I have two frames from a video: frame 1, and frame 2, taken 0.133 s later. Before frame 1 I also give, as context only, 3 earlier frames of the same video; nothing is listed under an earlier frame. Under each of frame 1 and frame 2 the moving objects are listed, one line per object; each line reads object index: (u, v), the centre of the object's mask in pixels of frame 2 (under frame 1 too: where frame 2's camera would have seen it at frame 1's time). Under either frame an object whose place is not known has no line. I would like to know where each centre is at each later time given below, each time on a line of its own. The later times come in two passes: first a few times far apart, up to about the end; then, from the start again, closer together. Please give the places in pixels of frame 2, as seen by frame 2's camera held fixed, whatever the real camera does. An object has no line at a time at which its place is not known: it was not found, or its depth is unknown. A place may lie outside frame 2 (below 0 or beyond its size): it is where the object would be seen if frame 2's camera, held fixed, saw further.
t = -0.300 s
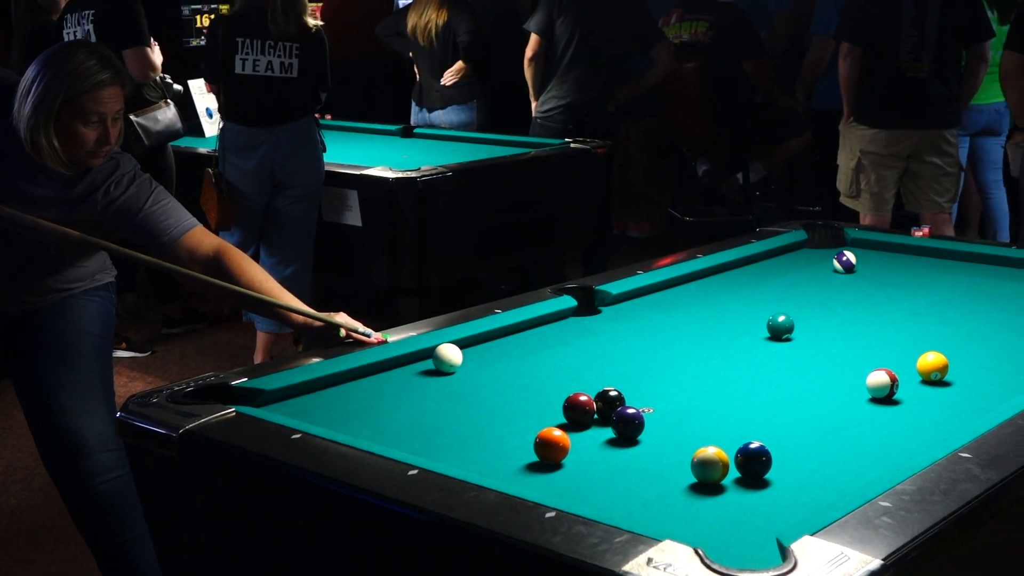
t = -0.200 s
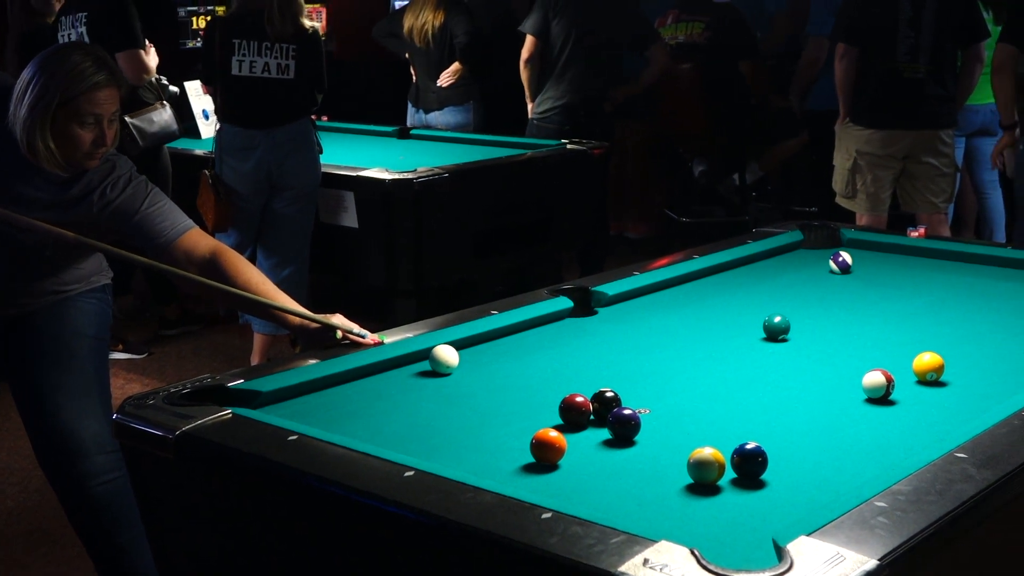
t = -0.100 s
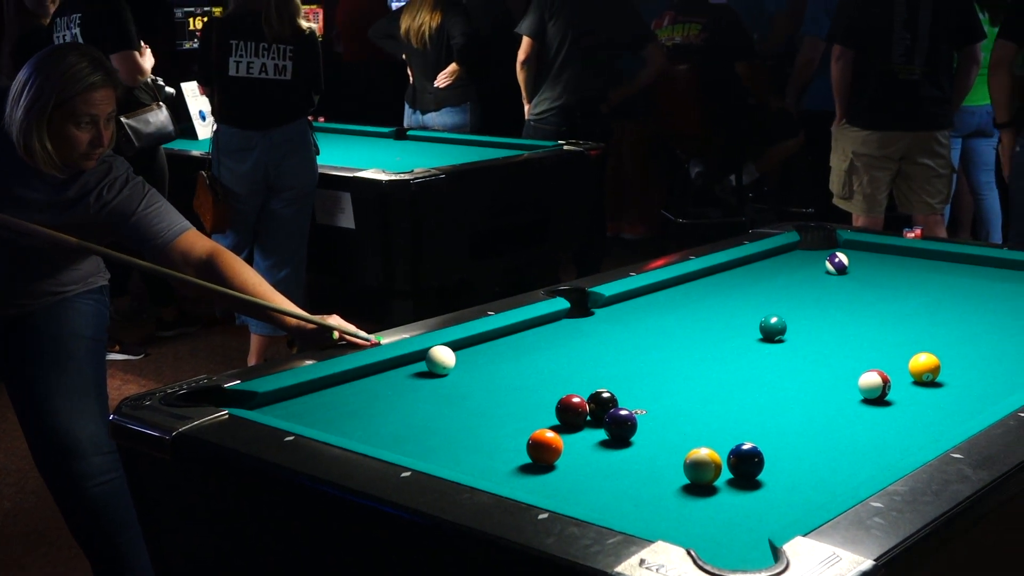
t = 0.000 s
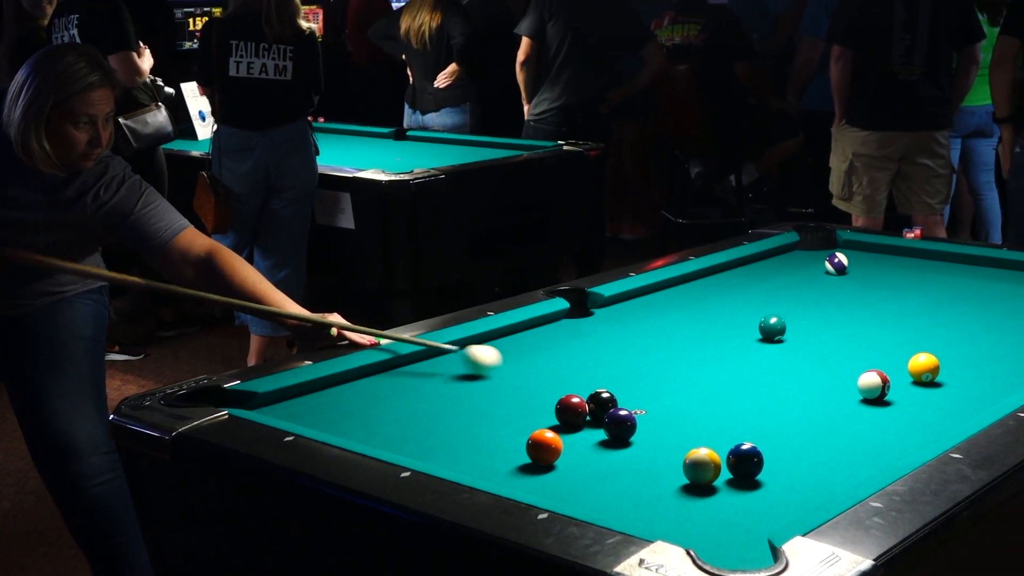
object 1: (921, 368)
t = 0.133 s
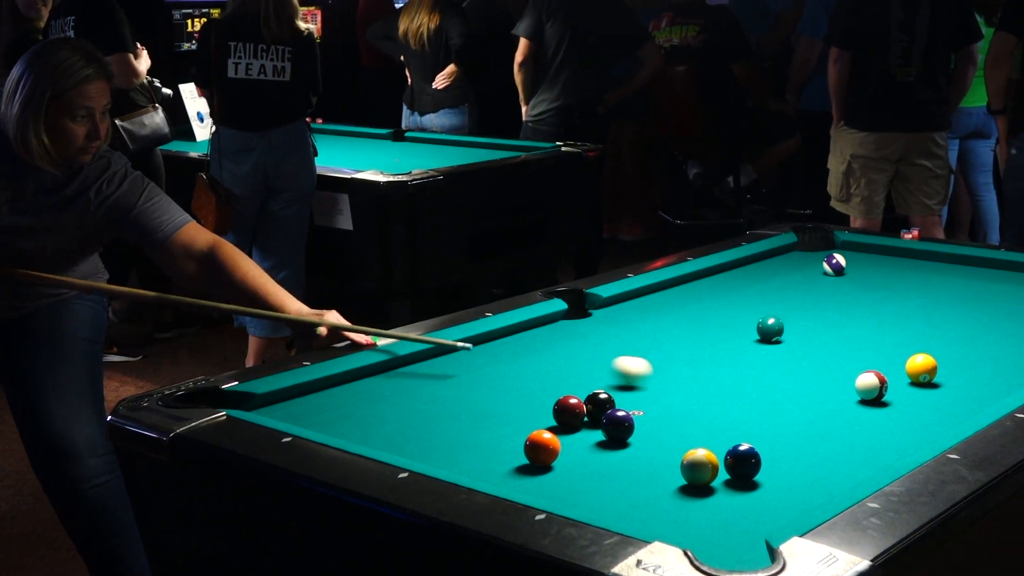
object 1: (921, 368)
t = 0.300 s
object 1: (922, 368)
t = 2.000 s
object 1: (891, 278)
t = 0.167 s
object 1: (921, 368)
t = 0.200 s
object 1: (922, 368)
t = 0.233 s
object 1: (922, 368)
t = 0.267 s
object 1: (921, 368)
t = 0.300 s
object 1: (922, 368)
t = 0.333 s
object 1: (922, 368)
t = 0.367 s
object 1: (921, 368)
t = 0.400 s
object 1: (922, 368)
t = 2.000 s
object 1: (891, 278)
